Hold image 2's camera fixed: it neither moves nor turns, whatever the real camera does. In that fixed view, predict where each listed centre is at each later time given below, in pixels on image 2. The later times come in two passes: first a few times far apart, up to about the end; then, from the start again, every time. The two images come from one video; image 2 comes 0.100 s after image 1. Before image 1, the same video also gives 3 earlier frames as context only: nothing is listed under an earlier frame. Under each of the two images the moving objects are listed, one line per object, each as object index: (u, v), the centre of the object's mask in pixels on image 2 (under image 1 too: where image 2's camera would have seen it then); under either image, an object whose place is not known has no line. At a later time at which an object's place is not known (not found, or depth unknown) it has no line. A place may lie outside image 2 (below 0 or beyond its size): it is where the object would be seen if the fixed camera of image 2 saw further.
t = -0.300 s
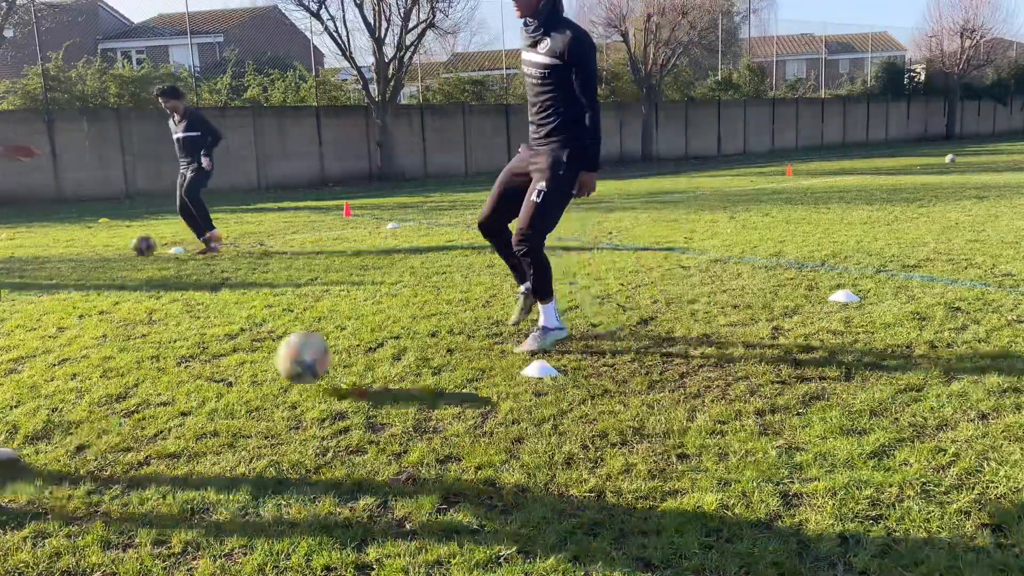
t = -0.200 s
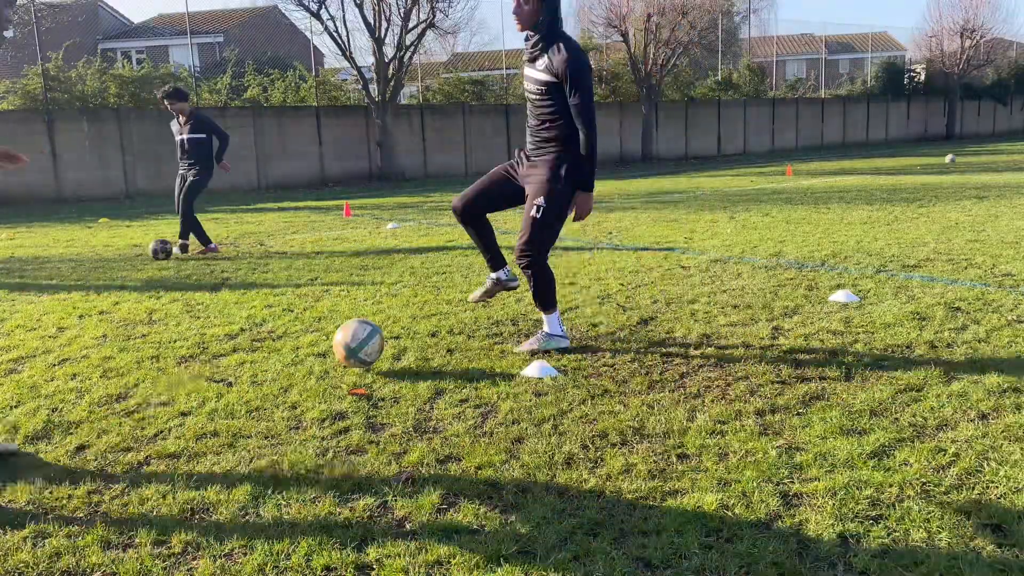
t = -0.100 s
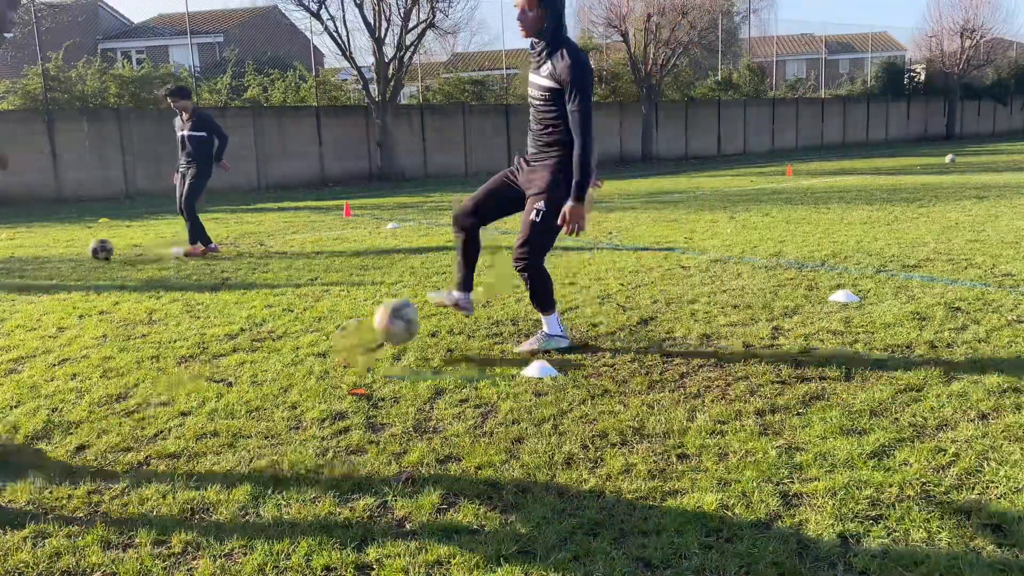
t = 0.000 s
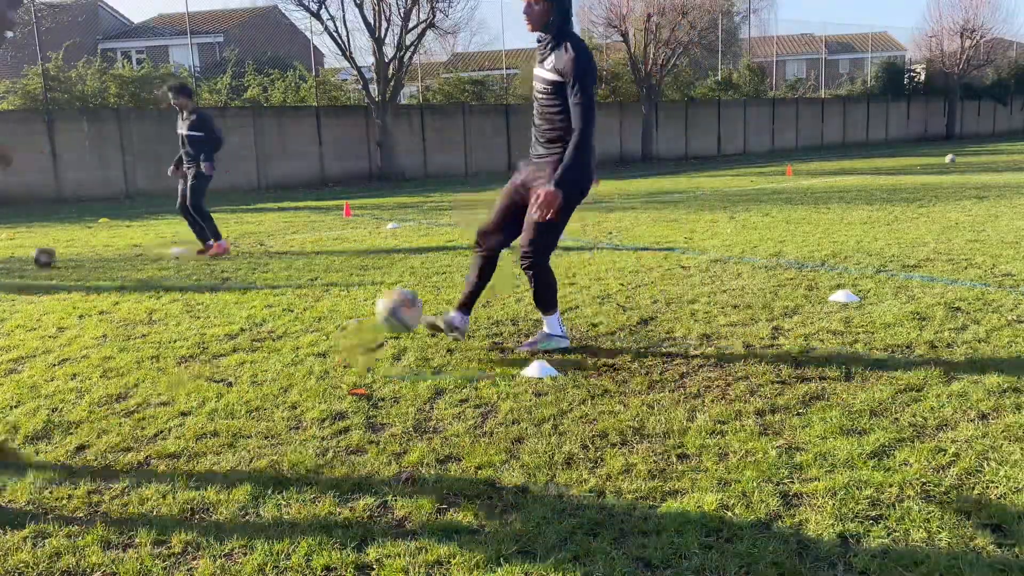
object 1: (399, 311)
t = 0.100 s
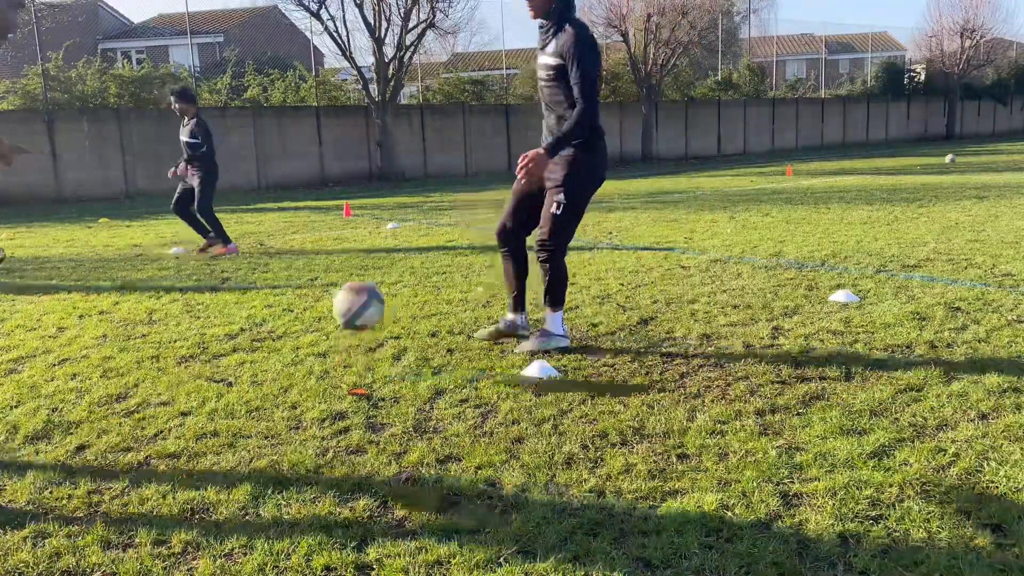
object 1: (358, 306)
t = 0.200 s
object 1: (313, 325)
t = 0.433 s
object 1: (205, 403)
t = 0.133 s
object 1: (344, 310)
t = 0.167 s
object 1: (330, 316)
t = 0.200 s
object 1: (313, 325)
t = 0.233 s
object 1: (297, 338)
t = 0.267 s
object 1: (279, 355)
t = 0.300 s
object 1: (262, 375)
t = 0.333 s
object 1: (244, 400)
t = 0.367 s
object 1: (227, 416)
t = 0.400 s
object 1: (217, 408)
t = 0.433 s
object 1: (205, 403)
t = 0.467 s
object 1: (193, 402)
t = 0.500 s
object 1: (180, 404)
